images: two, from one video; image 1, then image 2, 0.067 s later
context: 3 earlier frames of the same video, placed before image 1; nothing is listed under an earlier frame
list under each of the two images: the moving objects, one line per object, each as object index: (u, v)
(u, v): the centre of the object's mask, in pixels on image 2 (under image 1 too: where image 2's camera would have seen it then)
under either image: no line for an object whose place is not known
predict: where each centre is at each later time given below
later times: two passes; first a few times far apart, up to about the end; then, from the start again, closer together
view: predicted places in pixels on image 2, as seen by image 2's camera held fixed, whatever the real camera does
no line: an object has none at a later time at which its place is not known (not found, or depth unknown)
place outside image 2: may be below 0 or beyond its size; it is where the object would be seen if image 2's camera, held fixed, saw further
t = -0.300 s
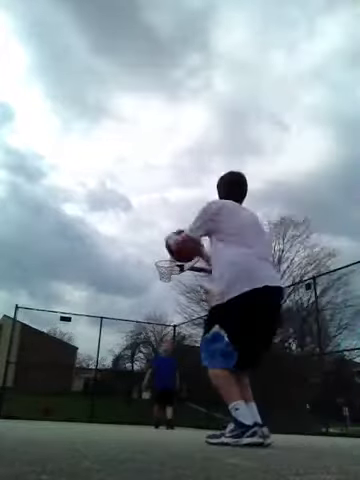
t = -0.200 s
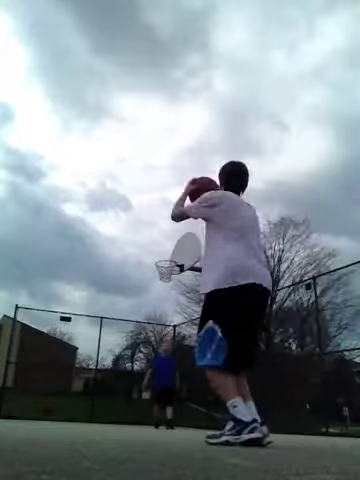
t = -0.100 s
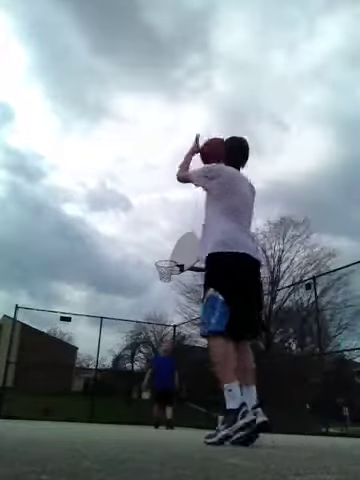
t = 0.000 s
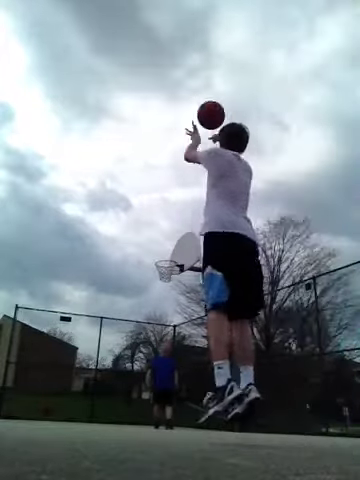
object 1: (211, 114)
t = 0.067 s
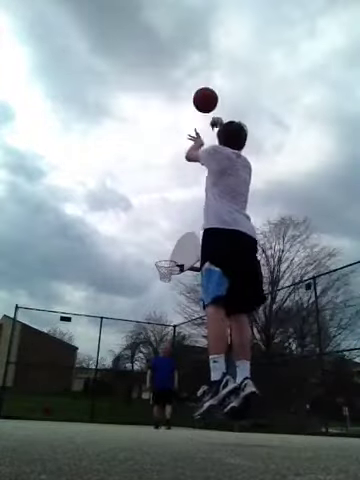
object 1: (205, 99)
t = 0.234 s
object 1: (194, 87)
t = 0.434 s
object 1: (185, 96)
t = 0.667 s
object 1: (177, 129)
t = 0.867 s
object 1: (171, 170)
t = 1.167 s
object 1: (163, 249)
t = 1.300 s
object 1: (163, 273)
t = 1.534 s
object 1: (164, 277)
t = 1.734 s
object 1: (165, 288)
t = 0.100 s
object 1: (202, 94)
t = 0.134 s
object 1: (200, 91)
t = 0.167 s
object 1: (198, 89)
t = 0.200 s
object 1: (196, 87)
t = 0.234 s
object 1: (194, 87)
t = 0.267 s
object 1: (193, 86)
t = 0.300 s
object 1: (191, 87)
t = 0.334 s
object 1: (190, 89)
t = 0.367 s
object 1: (188, 91)
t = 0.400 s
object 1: (187, 93)
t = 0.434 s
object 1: (185, 96)
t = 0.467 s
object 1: (184, 100)
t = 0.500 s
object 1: (183, 104)
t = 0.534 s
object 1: (182, 108)
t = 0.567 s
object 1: (180, 113)
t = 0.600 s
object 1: (179, 118)
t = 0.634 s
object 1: (178, 124)
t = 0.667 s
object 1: (177, 129)
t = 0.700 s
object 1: (176, 135)
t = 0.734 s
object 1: (175, 142)
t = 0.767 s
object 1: (174, 148)
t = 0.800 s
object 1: (173, 155)
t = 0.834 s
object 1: (172, 163)
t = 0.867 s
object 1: (171, 170)
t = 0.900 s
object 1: (170, 178)
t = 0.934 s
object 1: (169, 186)
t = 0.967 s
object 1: (168, 194)
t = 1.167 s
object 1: (163, 249)
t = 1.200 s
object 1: (162, 258)
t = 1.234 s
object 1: (161, 266)
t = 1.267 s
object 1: (163, 273)
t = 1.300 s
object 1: (163, 273)
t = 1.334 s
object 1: (163, 273)
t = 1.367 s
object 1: (163, 273)
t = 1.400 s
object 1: (163, 273)
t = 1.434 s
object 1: (163, 273)
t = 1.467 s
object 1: (163, 274)
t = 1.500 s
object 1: (164, 275)
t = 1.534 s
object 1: (164, 277)
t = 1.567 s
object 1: (165, 278)
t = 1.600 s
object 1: (165, 279)
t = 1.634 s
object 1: (165, 280)
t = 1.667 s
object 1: (165, 283)
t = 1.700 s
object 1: (165, 285)
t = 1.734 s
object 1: (165, 288)
